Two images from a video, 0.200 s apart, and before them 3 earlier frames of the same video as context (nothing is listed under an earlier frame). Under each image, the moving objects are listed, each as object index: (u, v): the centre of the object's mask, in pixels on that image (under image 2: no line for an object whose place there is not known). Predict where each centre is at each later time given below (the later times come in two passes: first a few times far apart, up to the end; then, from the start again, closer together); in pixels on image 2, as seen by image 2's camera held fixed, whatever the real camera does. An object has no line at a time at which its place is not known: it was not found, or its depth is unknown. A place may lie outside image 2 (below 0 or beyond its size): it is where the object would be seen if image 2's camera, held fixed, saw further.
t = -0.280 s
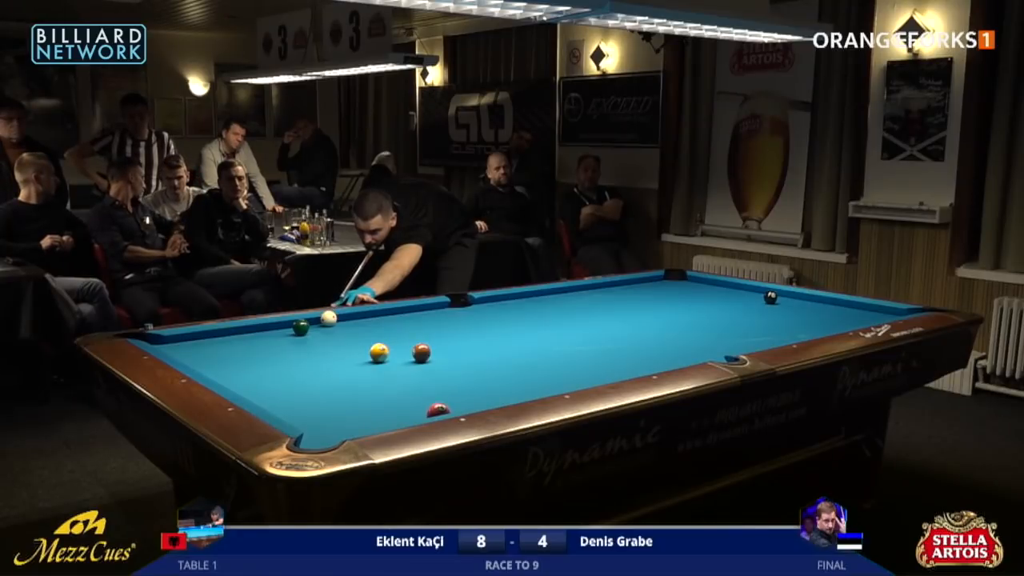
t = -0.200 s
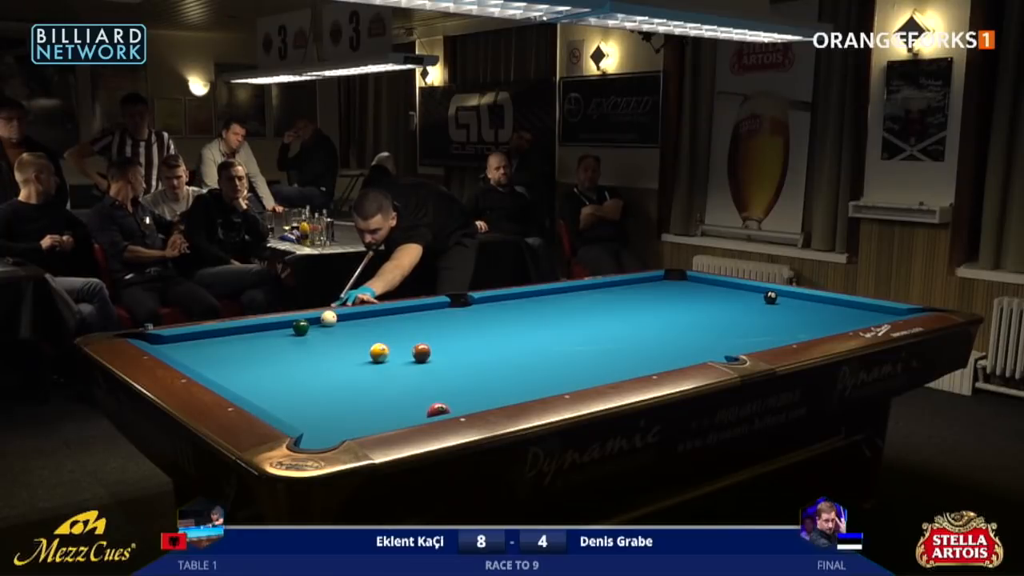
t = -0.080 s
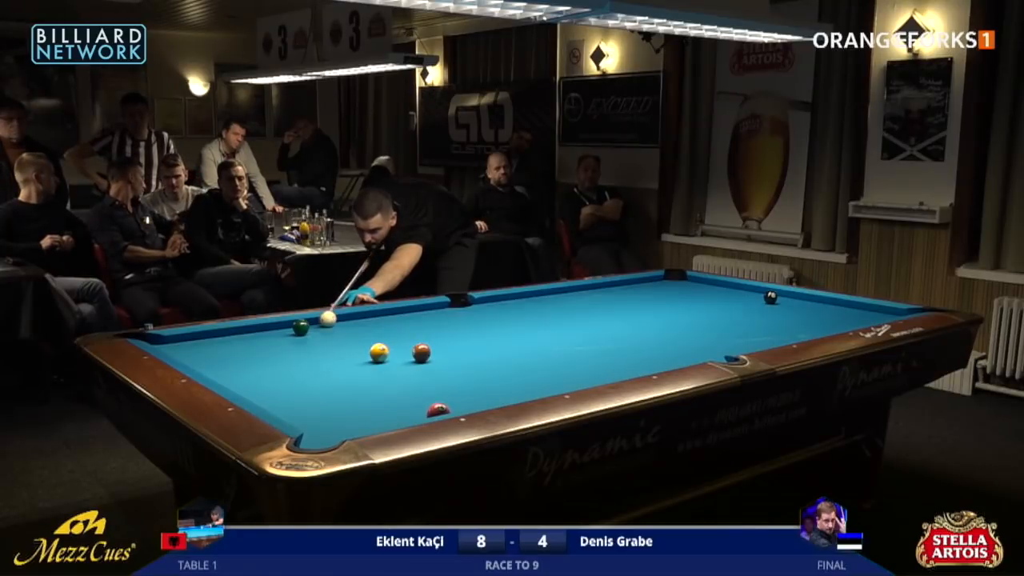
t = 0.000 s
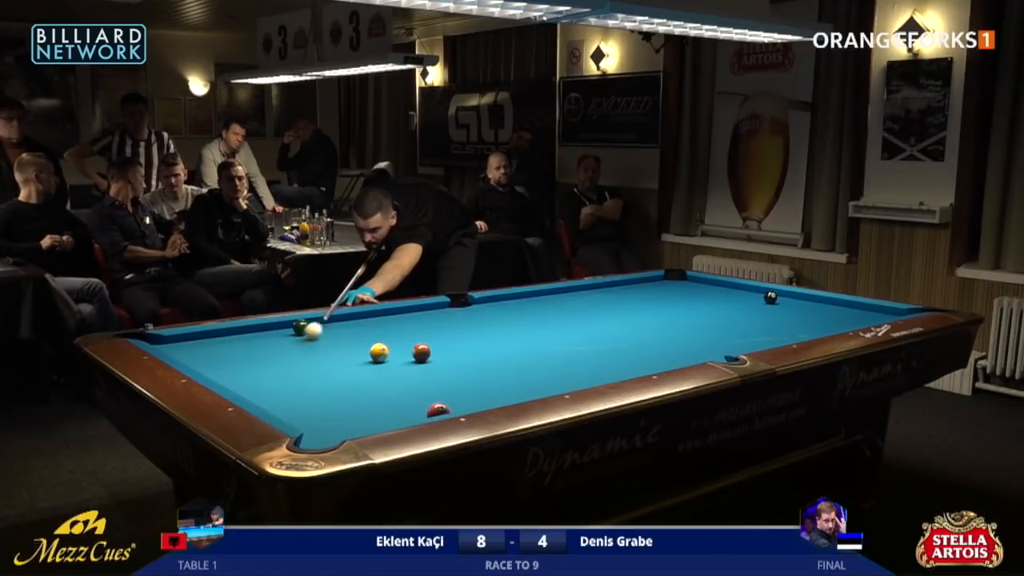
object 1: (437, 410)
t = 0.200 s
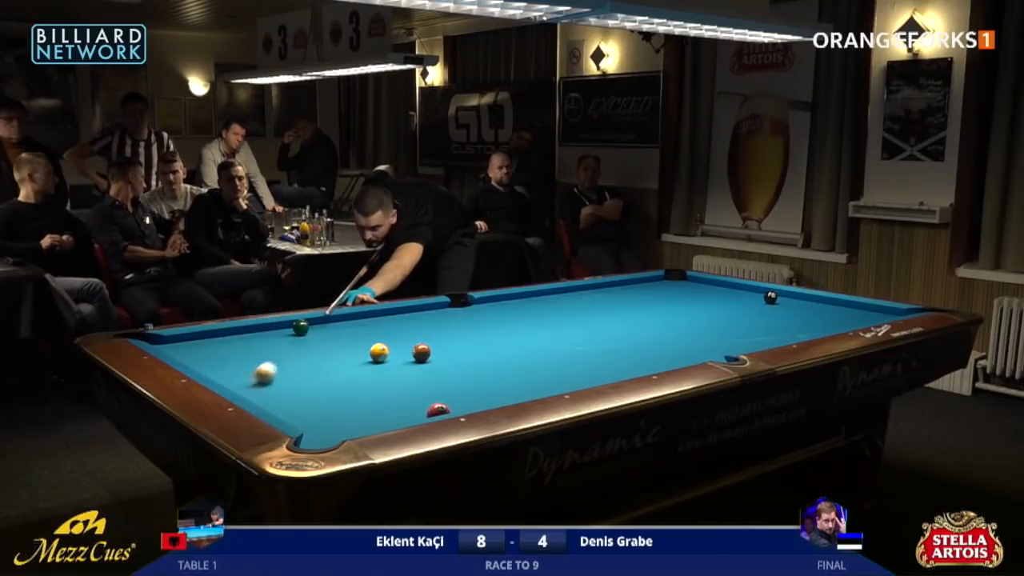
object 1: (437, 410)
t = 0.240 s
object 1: (437, 410)
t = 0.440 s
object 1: (437, 410)
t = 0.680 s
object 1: (423, 410)
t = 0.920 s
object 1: (401, 409)
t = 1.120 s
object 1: (383, 406)
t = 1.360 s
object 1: (364, 402)
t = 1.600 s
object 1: (347, 399)
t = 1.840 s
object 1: (332, 396)
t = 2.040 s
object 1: (320, 394)
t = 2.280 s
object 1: (309, 391)
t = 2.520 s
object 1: (298, 389)
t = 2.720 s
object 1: (291, 386)
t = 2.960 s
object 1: (284, 384)
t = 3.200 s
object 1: (278, 383)
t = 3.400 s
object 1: (275, 381)
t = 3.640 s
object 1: (272, 380)
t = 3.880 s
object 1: (269, 379)
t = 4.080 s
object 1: (268, 378)
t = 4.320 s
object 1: (267, 377)
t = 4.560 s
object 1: (267, 376)
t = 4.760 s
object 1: (268, 376)
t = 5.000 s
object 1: (269, 376)
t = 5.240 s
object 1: (270, 376)
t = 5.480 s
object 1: (270, 376)
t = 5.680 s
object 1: (270, 376)
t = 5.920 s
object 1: (270, 376)
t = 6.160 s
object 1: (270, 376)
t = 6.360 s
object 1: (270, 376)
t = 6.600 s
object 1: (270, 376)
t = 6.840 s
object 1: (270, 376)
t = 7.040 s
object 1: (270, 376)
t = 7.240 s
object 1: (270, 376)
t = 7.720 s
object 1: (270, 376)
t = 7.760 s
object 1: (270, 376)
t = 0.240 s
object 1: (437, 410)
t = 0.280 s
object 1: (437, 410)
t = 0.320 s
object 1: (437, 410)
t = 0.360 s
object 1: (437, 410)
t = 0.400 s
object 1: (437, 410)
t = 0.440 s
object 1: (437, 410)
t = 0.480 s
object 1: (437, 410)
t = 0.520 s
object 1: (437, 410)
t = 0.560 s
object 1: (435, 410)
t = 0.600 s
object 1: (432, 410)
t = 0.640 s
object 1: (427, 410)
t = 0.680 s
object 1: (423, 410)
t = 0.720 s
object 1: (419, 410)
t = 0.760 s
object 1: (416, 410)
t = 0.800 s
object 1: (412, 410)
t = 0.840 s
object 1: (408, 410)
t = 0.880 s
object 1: (404, 409)
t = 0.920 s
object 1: (401, 409)
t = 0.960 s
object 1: (397, 409)
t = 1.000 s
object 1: (393, 409)
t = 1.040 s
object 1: (390, 408)
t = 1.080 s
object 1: (386, 407)
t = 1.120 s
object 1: (383, 406)
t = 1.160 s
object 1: (380, 406)
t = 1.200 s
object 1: (377, 405)
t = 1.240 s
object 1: (373, 404)
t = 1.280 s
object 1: (370, 404)
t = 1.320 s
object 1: (367, 403)
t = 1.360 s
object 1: (364, 402)
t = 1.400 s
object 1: (361, 402)
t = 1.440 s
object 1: (358, 401)
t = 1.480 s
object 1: (355, 401)
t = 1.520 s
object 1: (352, 400)
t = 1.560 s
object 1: (349, 400)
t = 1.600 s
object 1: (347, 399)
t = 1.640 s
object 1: (344, 399)
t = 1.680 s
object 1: (342, 398)
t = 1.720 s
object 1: (339, 398)
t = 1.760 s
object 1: (336, 397)
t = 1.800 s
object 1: (334, 397)
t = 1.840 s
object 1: (332, 396)
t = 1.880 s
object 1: (329, 396)
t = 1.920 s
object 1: (327, 395)
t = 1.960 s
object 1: (325, 395)
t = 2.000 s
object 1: (323, 394)
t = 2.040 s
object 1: (320, 394)
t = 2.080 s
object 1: (318, 393)
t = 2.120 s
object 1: (316, 393)
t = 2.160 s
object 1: (314, 392)
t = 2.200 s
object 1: (312, 392)
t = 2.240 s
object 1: (310, 391)
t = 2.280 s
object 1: (309, 391)
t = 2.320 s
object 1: (307, 391)
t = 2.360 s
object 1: (305, 390)
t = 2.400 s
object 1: (303, 390)
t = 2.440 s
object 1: (302, 389)
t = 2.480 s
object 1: (300, 389)
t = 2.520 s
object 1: (298, 389)
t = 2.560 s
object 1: (297, 388)
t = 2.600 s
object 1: (295, 388)
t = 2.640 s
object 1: (294, 387)
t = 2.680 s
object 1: (293, 387)
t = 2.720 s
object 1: (291, 386)
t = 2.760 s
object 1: (290, 386)
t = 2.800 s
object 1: (289, 386)
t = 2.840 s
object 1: (288, 385)
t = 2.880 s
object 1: (287, 385)
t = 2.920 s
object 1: (285, 385)
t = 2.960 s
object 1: (284, 384)
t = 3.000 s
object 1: (283, 384)
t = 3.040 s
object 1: (282, 384)
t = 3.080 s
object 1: (281, 384)
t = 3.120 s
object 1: (280, 383)
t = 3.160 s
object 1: (279, 383)
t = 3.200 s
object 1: (278, 383)
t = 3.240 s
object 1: (278, 383)
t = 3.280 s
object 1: (277, 382)
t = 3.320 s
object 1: (276, 382)
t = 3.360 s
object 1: (276, 382)
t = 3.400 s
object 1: (275, 381)
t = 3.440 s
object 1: (274, 381)
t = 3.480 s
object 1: (274, 381)
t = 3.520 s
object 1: (273, 380)
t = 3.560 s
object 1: (273, 380)
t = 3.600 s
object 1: (272, 380)
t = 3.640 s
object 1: (272, 380)
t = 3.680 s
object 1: (271, 379)
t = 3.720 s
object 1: (271, 379)
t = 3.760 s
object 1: (270, 379)
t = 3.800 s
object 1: (270, 379)
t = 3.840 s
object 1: (270, 379)
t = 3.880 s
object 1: (269, 379)
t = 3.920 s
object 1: (269, 378)
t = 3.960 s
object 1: (268, 378)
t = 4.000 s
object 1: (268, 378)
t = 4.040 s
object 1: (268, 378)
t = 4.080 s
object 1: (268, 378)
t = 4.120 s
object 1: (268, 377)
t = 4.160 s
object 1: (267, 377)
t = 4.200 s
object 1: (267, 377)
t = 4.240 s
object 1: (267, 377)
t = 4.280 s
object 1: (267, 377)
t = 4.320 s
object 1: (267, 377)
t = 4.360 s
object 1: (267, 377)
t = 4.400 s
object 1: (267, 377)
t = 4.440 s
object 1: (267, 377)
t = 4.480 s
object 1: (267, 377)
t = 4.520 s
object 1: (267, 377)
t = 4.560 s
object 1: (267, 376)
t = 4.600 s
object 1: (267, 376)
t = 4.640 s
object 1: (268, 376)
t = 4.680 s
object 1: (268, 376)
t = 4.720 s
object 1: (268, 376)
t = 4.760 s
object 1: (268, 376)
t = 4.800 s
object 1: (268, 376)
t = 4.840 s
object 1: (268, 376)
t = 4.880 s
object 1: (268, 376)
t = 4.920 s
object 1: (269, 376)
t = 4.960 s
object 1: (269, 376)
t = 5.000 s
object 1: (269, 376)
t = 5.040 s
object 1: (269, 376)
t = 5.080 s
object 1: (269, 376)
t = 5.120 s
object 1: (269, 376)
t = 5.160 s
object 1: (270, 376)
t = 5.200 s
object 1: (270, 376)
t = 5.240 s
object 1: (270, 376)
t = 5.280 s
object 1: (270, 376)
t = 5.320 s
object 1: (270, 376)
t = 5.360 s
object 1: (270, 376)
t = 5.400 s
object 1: (270, 376)
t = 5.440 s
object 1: (270, 376)
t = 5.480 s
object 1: (270, 376)
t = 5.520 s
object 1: (270, 376)
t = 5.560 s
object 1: (270, 376)
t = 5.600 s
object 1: (270, 376)
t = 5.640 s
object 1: (270, 376)
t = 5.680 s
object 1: (270, 376)
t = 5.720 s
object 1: (270, 376)
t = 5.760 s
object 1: (270, 376)
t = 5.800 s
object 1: (270, 376)
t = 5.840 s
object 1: (270, 376)
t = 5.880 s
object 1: (270, 376)
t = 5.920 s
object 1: (270, 376)
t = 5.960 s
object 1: (270, 376)
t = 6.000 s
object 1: (270, 376)
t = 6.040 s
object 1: (270, 376)
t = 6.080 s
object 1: (270, 376)
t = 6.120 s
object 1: (270, 376)
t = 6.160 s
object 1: (270, 376)
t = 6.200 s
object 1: (270, 376)
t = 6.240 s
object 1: (270, 376)
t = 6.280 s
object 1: (270, 376)
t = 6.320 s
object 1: (270, 376)
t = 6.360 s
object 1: (270, 376)
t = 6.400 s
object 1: (270, 376)
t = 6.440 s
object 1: (270, 376)
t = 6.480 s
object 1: (270, 376)
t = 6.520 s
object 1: (270, 376)
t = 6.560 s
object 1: (270, 376)
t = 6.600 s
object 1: (270, 376)
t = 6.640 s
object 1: (270, 376)
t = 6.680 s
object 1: (270, 376)
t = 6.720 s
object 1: (270, 376)
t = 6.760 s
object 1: (270, 376)
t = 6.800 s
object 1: (270, 376)
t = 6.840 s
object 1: (270, 376)
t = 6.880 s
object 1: (270, 376)
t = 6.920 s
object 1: (270, 376)
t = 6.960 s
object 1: (270, 376)
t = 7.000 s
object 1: (270, 376)
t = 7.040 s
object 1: (270, 376)
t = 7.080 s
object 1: (270, 376)
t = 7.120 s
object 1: (270, 376)
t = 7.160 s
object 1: (270, 376)
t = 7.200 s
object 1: (270, 376)
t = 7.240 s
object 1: (270, 376)
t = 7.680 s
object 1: (270, 376)
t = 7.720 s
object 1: (270, 376)
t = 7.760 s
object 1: (270, 376)
